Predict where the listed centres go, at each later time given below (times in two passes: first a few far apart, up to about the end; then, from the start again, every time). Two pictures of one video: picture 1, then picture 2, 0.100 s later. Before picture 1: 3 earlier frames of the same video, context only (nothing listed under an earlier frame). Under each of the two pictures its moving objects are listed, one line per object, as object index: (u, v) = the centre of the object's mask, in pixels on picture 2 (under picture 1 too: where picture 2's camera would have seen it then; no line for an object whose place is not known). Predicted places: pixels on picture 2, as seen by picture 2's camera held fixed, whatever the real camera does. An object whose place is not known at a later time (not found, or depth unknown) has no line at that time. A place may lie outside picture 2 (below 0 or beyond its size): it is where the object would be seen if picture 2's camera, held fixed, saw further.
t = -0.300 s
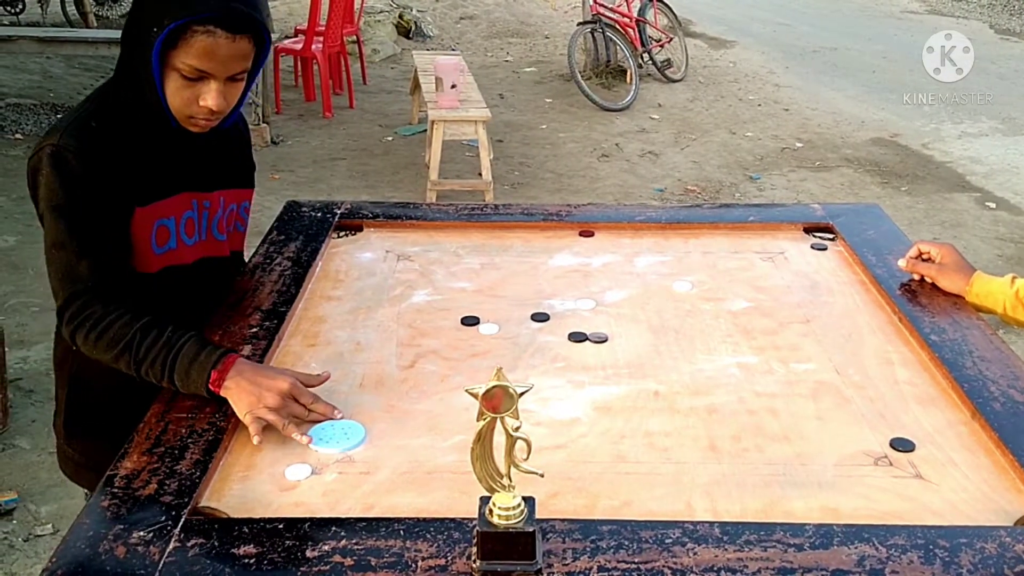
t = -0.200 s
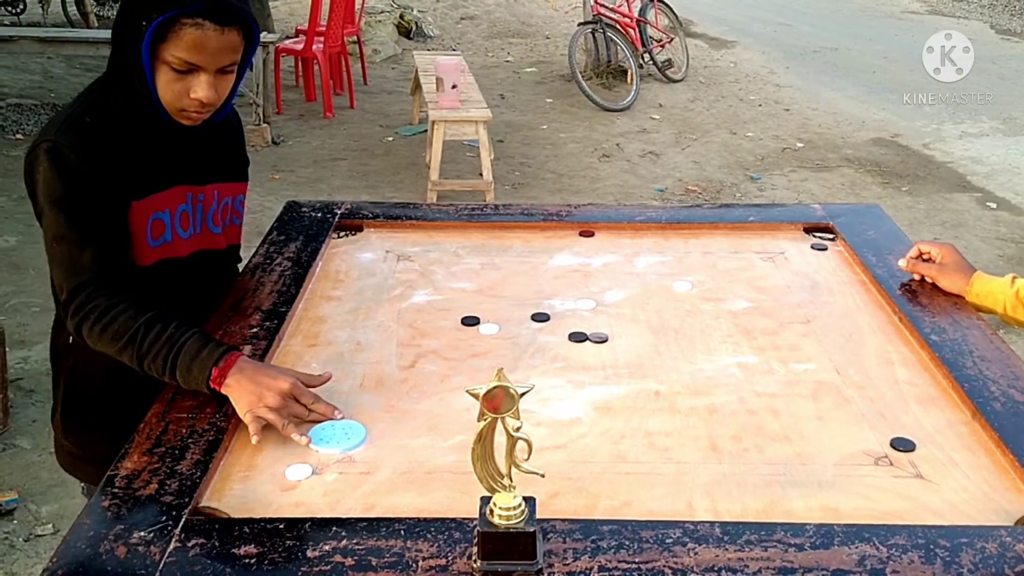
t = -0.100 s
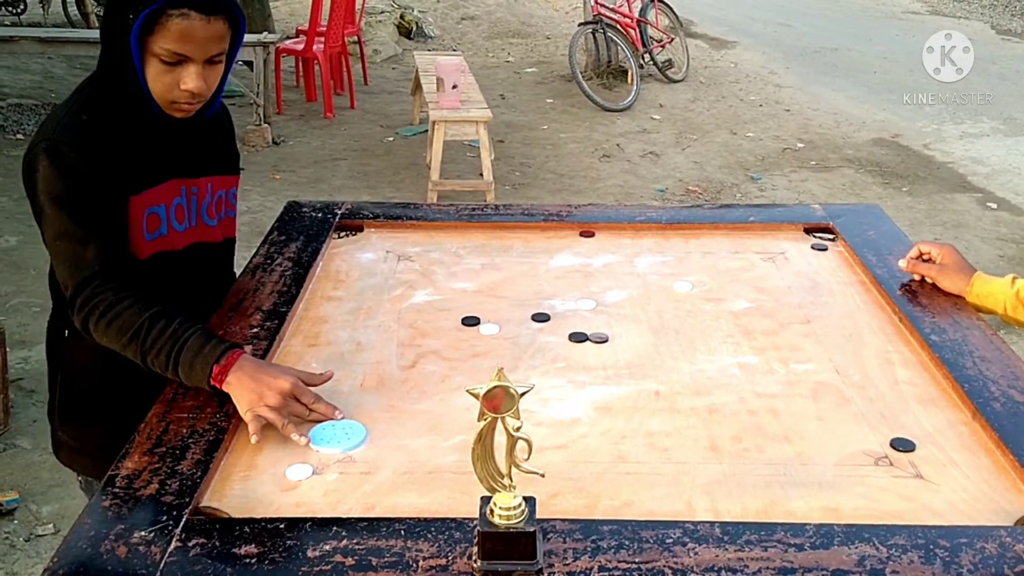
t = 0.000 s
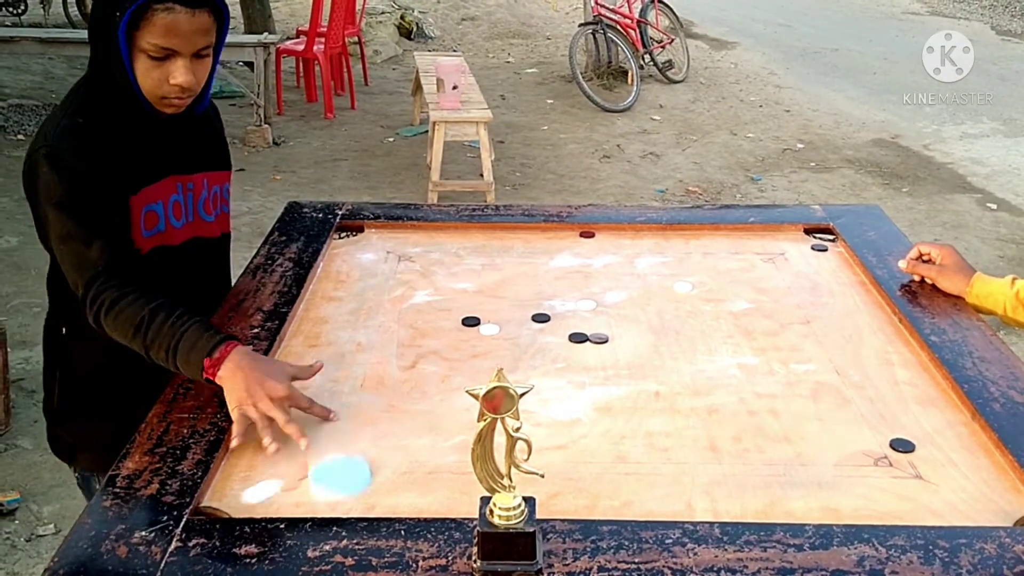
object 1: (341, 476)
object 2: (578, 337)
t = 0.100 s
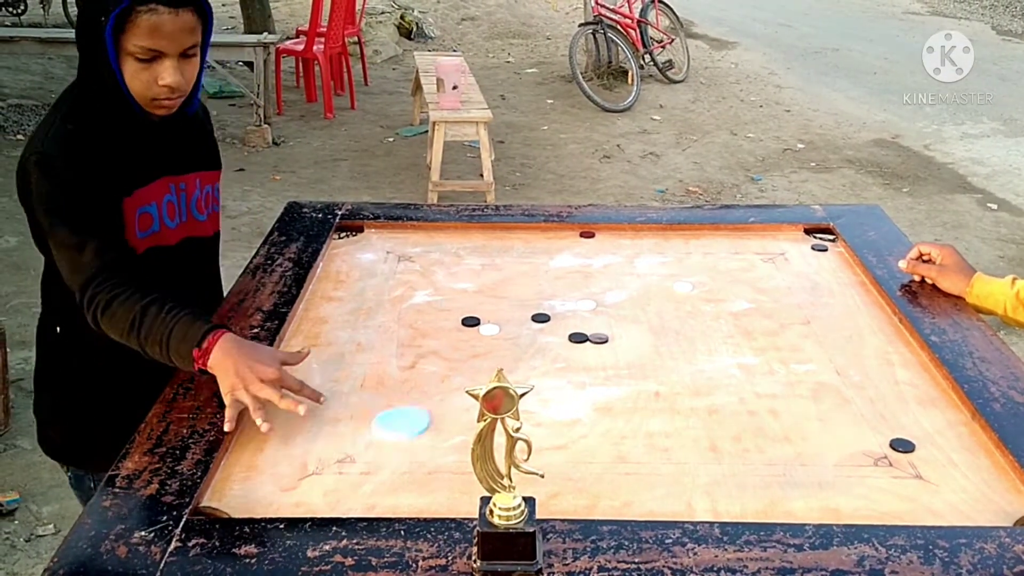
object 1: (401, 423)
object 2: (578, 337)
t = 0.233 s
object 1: (457, 330)
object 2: (578, 337)
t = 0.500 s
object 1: (481, 247)
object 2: (578, 338)
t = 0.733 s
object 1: (476, 262)
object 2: (577, 377)
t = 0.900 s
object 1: (470, 283)
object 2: (575, 419)
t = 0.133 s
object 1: (419, 395)
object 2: (578, 337)
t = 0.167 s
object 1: (434, 370)
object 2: (578, 337)
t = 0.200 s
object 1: (446, 349)
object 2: (578, 337)
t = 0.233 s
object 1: (457, 330)
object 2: (578, 337)
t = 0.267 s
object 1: (461, 317)
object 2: (578, 337)
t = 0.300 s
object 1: (464, 304)
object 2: (578, 338)
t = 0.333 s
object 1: (467, 292)
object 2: (578, 338)
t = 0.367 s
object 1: (471, 281)
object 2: (578, 337)
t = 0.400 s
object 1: (473, 272)
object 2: (578, 337)
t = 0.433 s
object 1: (476, 263)
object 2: (578, 338)
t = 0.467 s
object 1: (478, 254)
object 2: (578, 337)
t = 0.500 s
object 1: (481, 247)
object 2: (578, 338)
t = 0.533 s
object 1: (483, 240)
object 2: (578, 337)
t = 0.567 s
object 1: (484, 238)
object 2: (578, 337)
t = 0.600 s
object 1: (482, 243)
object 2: (577, 339)
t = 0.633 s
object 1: (480, 248)
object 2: (577, 350)
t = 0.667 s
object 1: (478, 252)
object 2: (577, 359)
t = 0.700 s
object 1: (477, 257)
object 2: (577, 368)
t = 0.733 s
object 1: (476, 262)
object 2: (577, 377)
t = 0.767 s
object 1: (474, 266)
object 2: (577, 386)
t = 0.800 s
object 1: (473, 271)
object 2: (576, 395)
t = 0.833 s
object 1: (471, 274)
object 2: (576, 403)
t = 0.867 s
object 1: (471, 279)
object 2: (576, 412)
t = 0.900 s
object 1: (470, 283)
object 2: (575, 419)
